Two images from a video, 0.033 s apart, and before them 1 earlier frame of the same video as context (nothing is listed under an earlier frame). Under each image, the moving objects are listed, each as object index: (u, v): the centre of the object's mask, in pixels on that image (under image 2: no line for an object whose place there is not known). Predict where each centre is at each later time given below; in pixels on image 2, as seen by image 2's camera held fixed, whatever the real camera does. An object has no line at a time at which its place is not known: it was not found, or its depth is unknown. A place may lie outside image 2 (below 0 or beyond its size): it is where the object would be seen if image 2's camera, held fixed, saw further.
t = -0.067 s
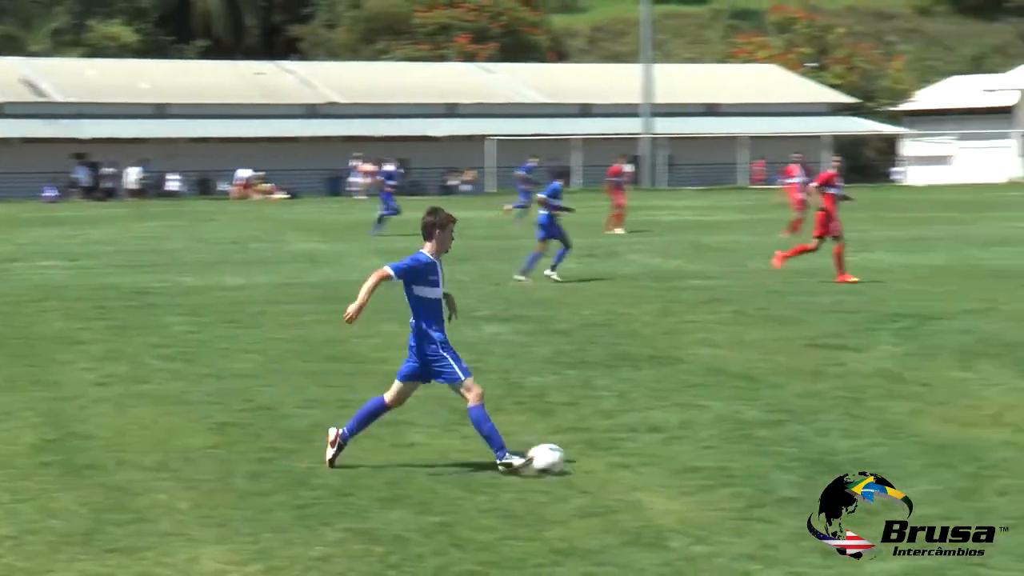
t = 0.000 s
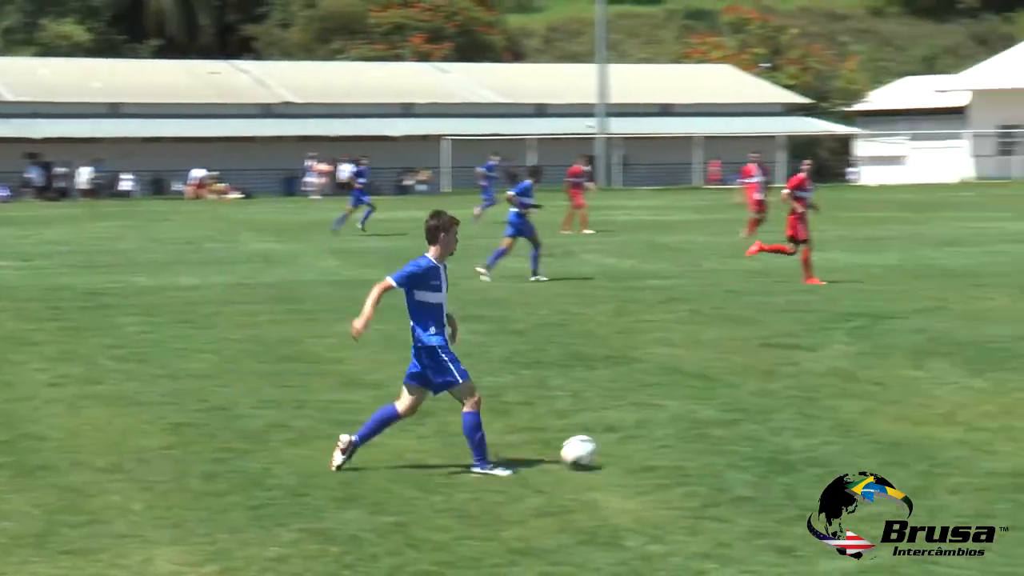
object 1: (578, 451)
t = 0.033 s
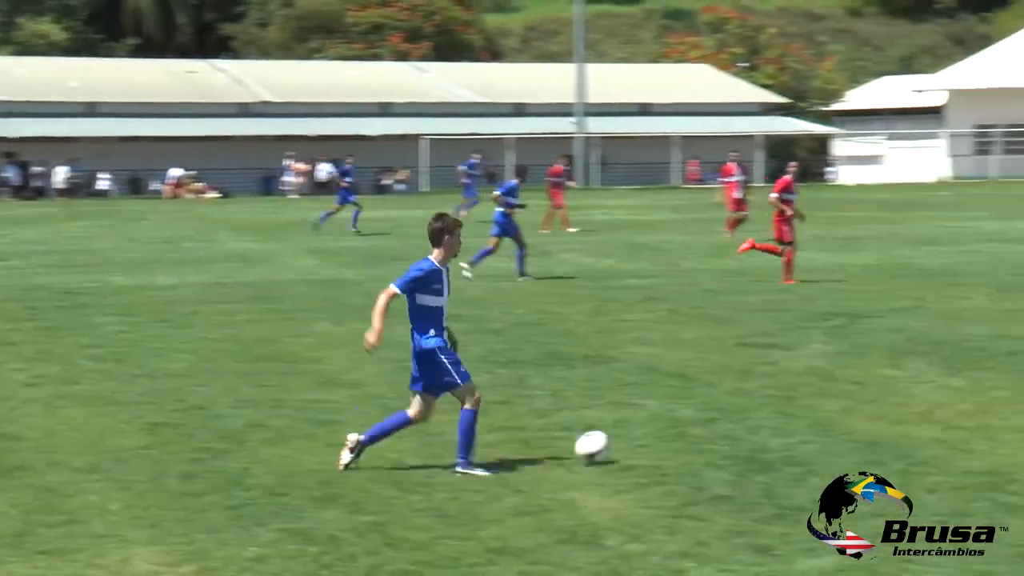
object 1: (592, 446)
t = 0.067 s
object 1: (626, 443)
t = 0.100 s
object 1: (662, 442)
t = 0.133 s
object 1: (695, 443)
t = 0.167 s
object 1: (729, 442)
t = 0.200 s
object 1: (759, 441)
